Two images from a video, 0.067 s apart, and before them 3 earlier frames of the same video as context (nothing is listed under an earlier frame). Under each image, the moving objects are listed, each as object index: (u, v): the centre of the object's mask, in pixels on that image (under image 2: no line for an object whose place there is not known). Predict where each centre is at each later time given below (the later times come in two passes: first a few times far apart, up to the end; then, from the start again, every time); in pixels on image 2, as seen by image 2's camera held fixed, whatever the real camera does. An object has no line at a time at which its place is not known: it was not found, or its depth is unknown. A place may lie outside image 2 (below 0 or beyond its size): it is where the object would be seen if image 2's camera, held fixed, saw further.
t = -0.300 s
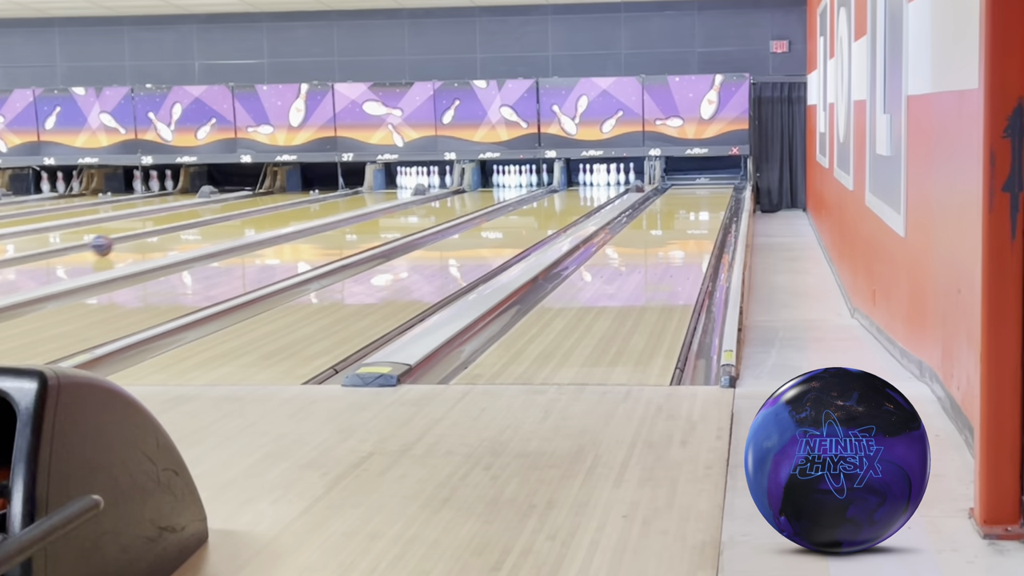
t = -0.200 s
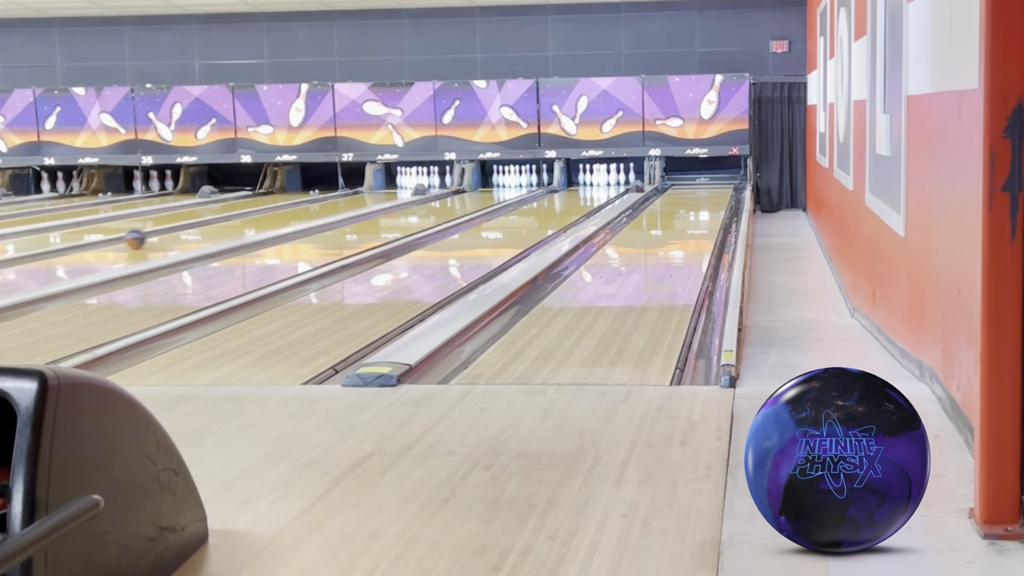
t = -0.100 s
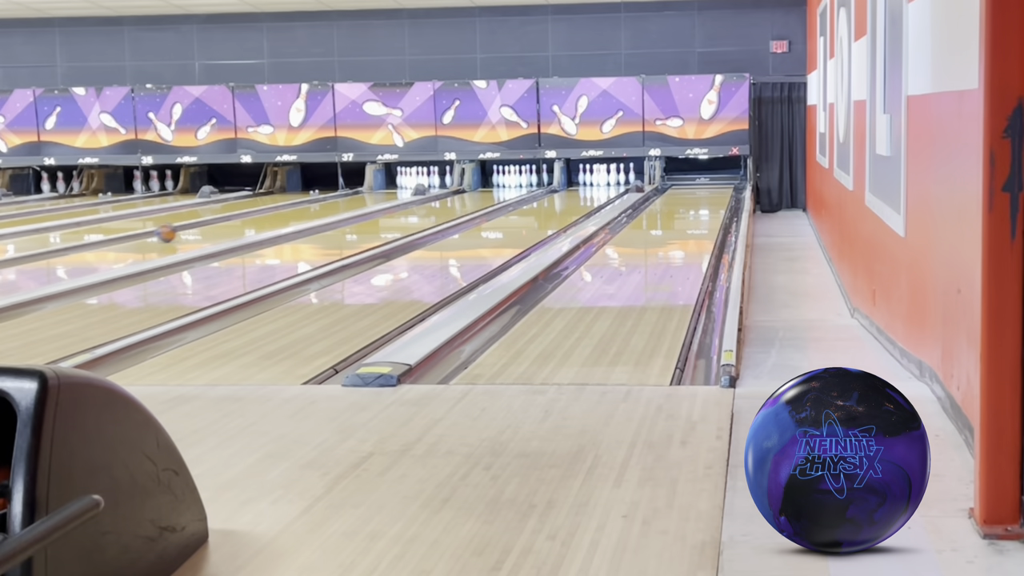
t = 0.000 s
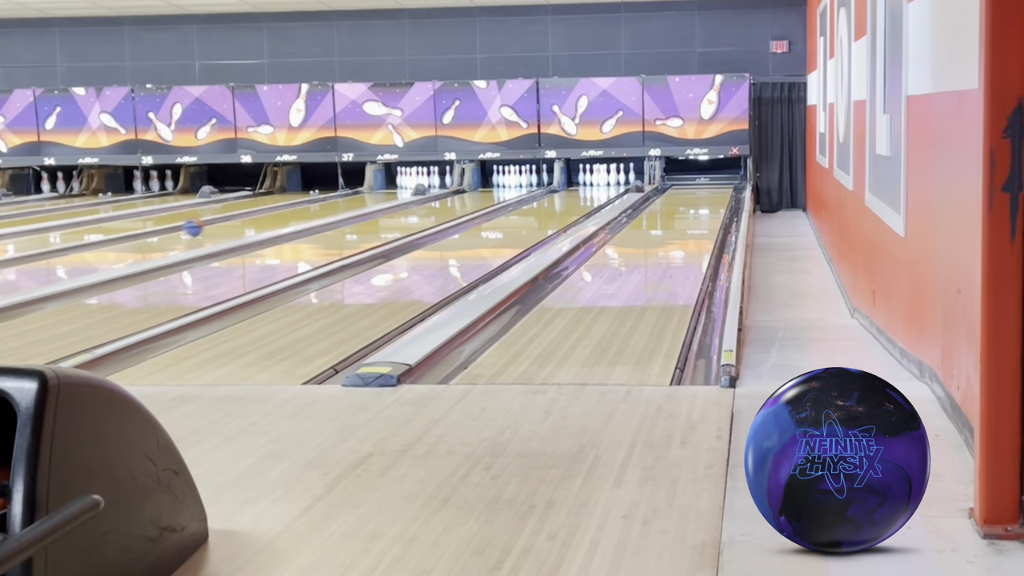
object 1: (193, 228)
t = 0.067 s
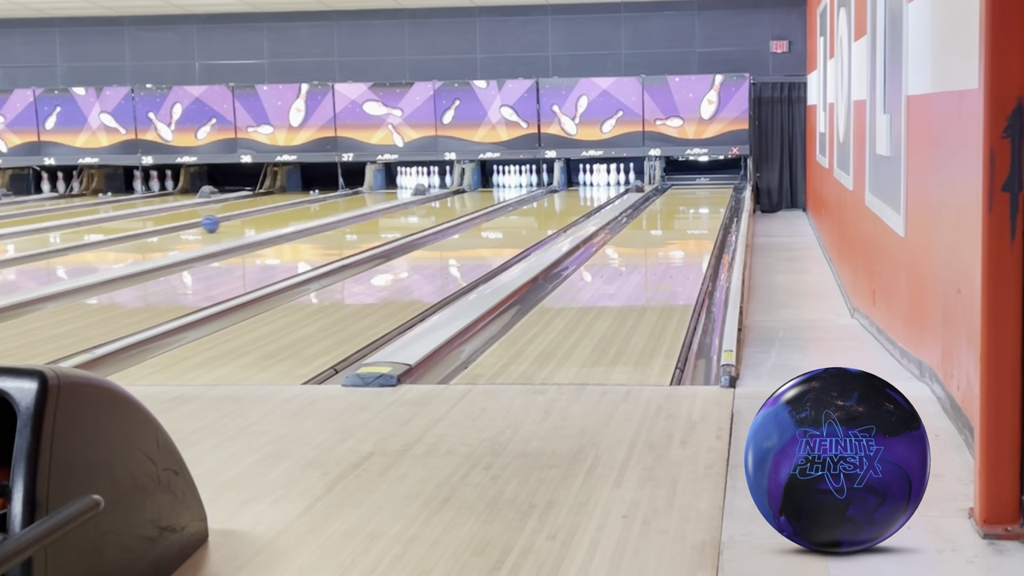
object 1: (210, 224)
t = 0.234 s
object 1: (248, 216)
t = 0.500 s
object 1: (299, 206)
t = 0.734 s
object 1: (335, 198)
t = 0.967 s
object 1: (366, 192)
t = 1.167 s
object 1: (389, 188)
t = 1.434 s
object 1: (411, 183)
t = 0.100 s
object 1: (218, 222)
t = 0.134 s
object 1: (226, 221)
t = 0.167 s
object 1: (233, 219)
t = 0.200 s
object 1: (241, 217)
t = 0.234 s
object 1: (248, 216)
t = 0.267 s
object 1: (255, 215)
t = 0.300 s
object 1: (262, 213)
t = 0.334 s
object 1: (269, 212)
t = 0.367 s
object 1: (275, 211)
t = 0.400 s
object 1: (281, 210)
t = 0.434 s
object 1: (287, 209)
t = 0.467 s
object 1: (294, 207)
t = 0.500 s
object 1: (299, 206)
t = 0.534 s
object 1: (305, 205)
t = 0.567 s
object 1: (311, 204)
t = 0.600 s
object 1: (316, 203)
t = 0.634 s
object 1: (321, 201)
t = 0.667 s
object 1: (326, 200)
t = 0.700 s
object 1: (331, 199)
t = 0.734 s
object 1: (335, 198)
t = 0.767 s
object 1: (340, 197)
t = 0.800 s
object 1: (345, 196)
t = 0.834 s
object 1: (349, 195)
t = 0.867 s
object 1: (354, 195)
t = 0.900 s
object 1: (358, 193)
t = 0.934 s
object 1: (362, 193)
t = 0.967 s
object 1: (366, 192)
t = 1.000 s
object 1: (370, 192)
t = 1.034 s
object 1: (374, 191)
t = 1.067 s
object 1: (377, 189)
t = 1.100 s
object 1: (381, 189)
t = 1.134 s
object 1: (386, 188)
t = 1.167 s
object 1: (389, 188)
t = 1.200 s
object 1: (391, 187)
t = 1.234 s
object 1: (395, 186)
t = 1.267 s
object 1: (398, 186)
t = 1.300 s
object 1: (401, 186)
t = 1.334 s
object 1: (404, 184)
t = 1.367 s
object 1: (407, 184)
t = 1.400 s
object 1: (410, 183)
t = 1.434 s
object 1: (411, 183)
